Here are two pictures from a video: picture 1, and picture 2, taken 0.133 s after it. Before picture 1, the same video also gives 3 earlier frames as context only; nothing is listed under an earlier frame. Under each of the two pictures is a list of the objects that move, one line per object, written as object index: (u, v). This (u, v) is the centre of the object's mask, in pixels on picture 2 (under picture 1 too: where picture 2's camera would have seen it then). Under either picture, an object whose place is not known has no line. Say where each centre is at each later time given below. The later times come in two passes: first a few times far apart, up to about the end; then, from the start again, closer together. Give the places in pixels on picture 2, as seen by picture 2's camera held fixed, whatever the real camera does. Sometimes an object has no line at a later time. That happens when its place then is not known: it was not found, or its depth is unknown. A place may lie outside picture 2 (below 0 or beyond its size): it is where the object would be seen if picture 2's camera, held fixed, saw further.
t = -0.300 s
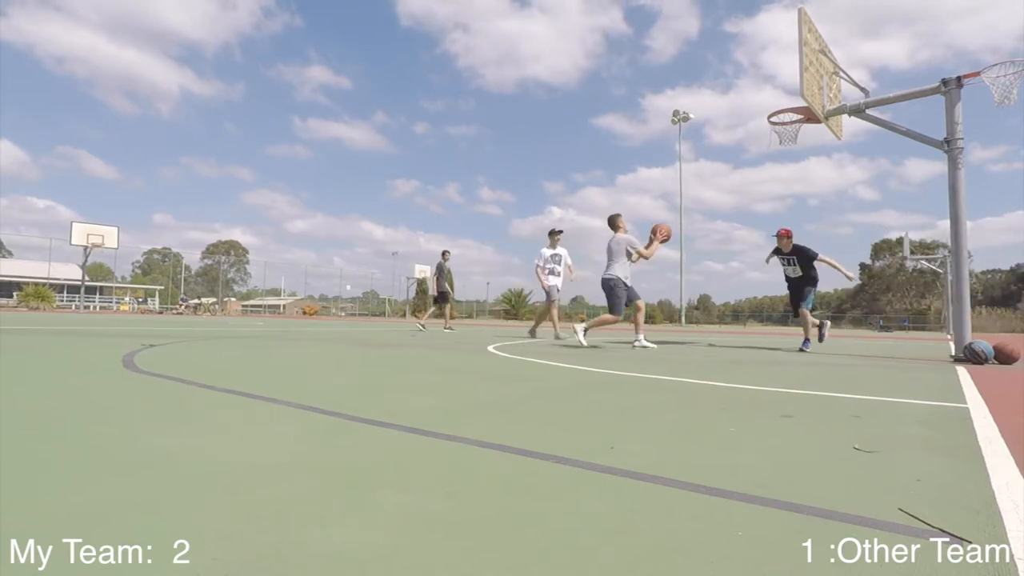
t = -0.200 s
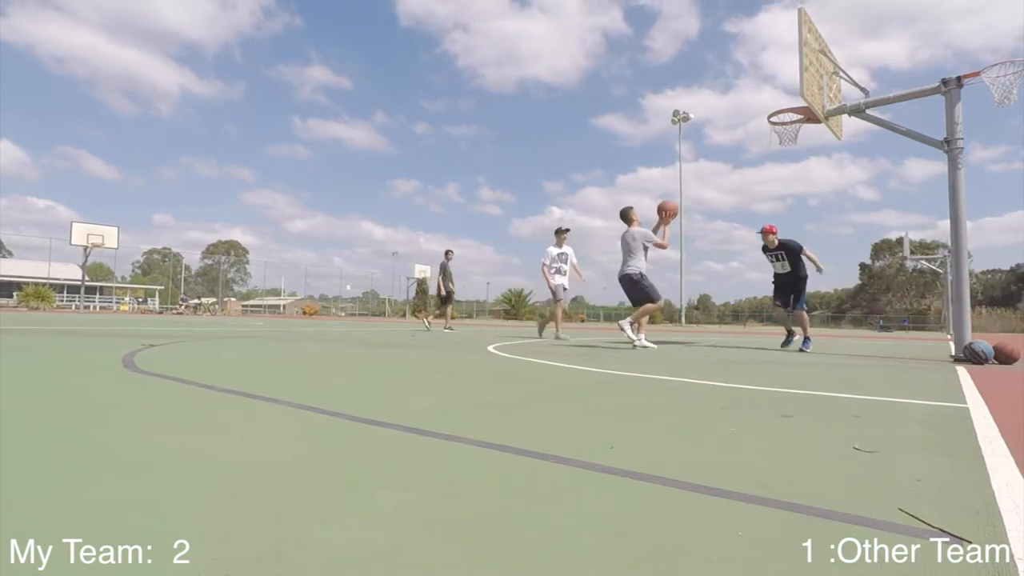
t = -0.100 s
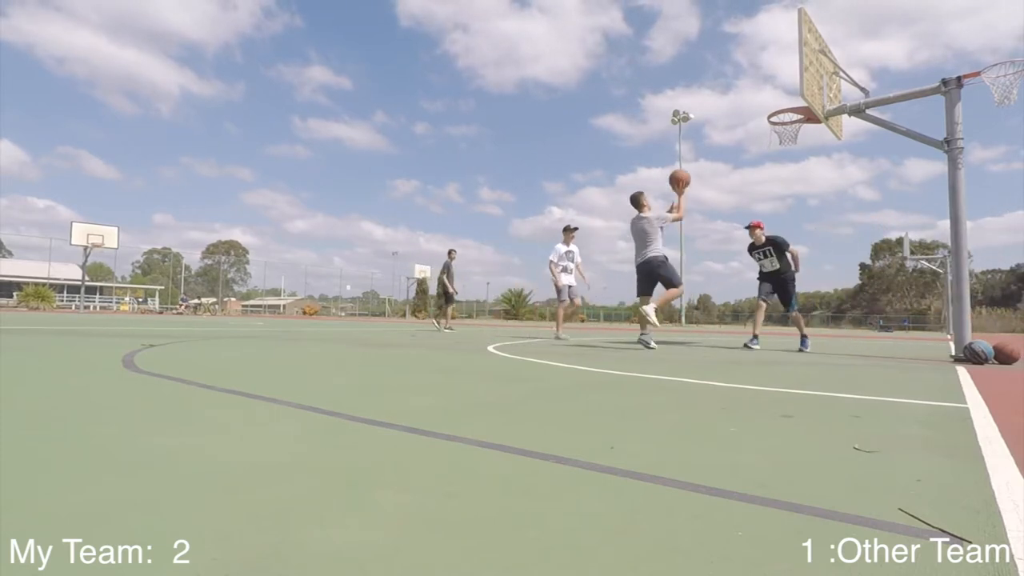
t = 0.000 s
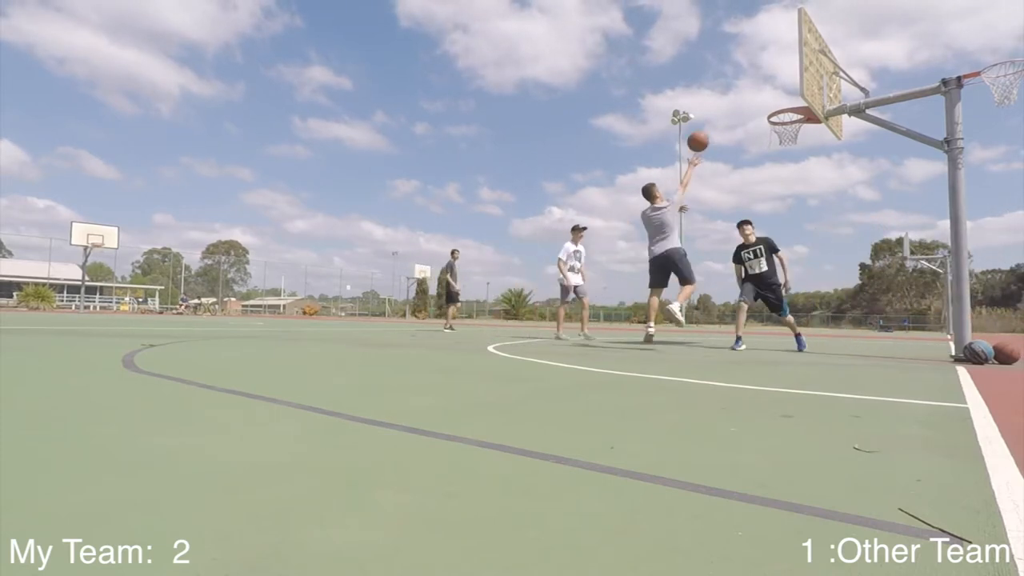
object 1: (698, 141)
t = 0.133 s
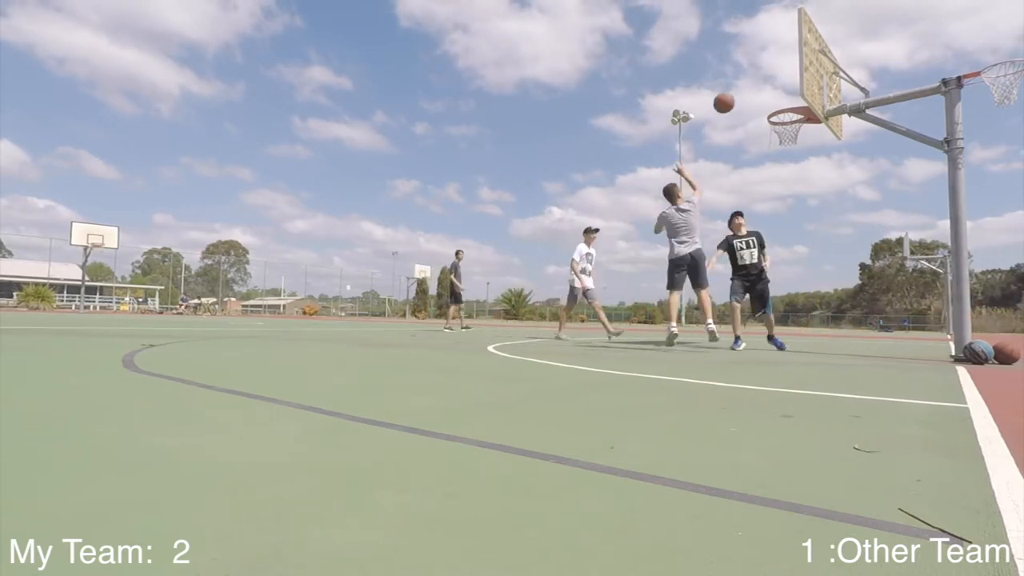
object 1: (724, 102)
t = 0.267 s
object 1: (748, 80)
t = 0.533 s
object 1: (792, 79)
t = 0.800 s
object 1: (790, 113)
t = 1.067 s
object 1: (756, 110)
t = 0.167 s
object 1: (730, 95)
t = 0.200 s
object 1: (736, 89)
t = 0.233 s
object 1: (742, 84)
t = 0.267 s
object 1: (748, 80)
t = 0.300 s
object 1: (754, 77)
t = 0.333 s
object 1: (760, 74)
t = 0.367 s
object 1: (766, 73)
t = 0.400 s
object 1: (772, 72)
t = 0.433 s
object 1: (778, 73)
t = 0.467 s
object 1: (783, 74)
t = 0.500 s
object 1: (789, 76)
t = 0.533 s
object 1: (792, 79)
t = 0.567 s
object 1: (795, 83)
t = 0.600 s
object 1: (798, 88)
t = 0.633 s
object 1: (799, 94)
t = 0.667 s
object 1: (799, 99)
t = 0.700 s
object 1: (799, 101)
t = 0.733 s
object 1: (798, 102)
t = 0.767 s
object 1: (795, 106)
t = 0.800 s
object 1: (790, 113)
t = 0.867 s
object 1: (781, 109)
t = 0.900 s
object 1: (775, 106)
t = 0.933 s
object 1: (771, 106)
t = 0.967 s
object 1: (768, 106)
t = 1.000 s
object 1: (764, 107)
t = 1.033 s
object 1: (760, 108)
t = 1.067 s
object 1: (756, 110)
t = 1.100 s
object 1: (752, 112)
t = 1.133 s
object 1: (747, 116)
